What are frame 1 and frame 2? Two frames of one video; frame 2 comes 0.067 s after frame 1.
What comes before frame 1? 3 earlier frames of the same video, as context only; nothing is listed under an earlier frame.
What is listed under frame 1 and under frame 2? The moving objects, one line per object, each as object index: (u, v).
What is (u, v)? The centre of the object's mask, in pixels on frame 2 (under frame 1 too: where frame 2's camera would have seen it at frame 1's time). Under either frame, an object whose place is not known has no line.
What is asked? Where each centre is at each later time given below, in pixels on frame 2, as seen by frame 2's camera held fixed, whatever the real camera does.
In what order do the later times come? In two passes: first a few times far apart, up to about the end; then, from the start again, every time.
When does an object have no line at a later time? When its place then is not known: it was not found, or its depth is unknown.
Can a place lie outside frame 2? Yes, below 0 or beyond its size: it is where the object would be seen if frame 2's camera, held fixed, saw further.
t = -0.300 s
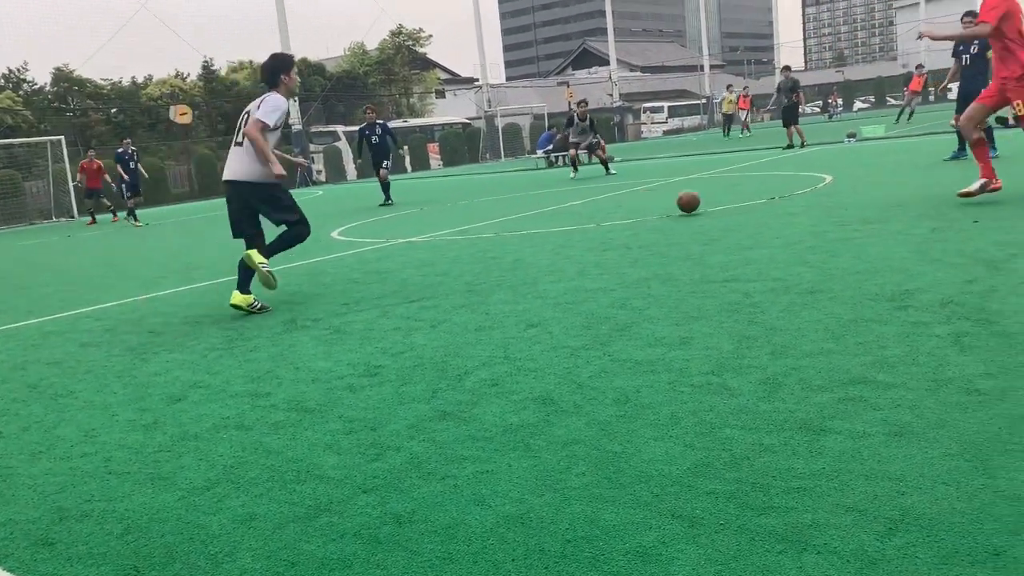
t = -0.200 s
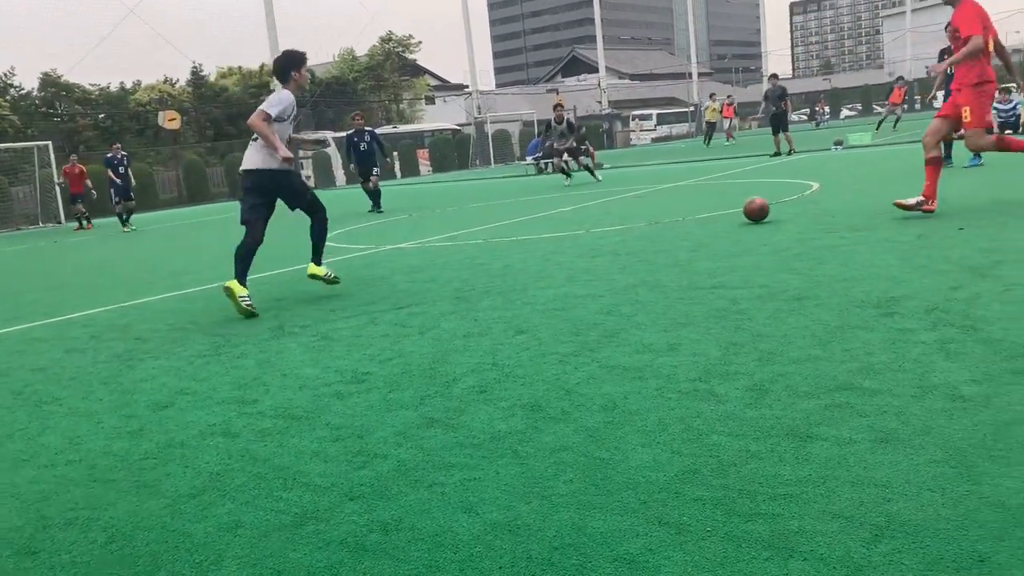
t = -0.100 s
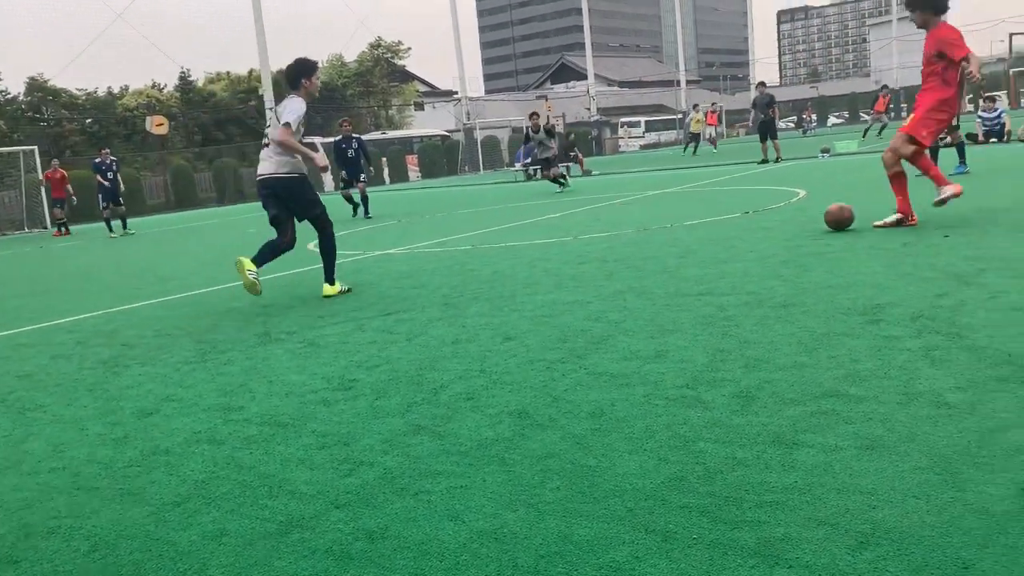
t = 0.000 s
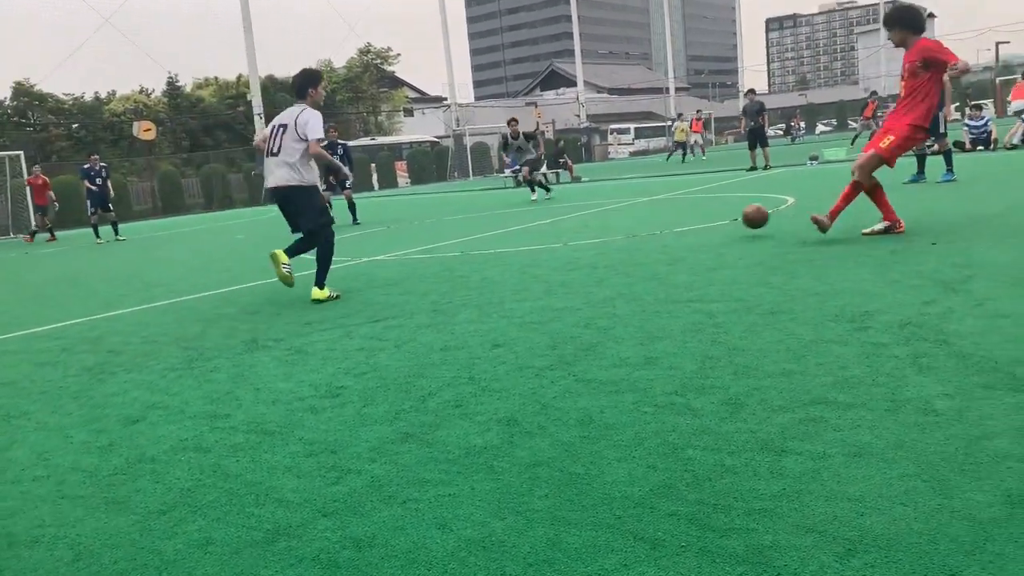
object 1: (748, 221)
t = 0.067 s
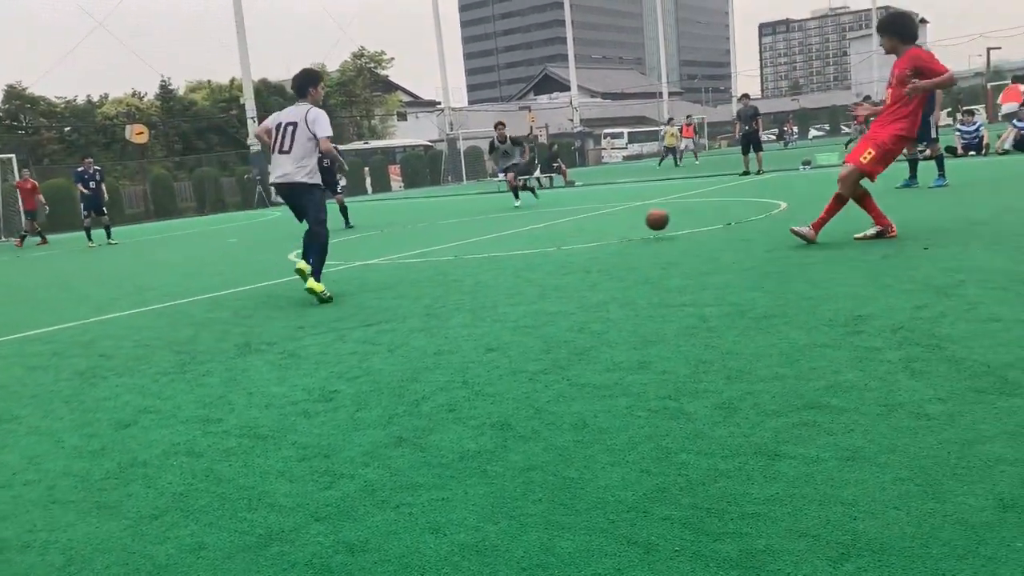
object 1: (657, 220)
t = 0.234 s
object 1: (508, 226)
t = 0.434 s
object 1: (408, 225)
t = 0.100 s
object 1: (620, 220)
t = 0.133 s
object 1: (586, 222)
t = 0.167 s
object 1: (557, 225)
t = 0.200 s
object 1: (530, 227)
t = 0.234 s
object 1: (508, 226)
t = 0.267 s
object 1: (487, 226)
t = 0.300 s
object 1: (468, 226)
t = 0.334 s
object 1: (451, 226)
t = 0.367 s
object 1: (436, 226)
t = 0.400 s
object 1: (422, 225)
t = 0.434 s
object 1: (408, 225)
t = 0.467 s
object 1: (396, 225)
